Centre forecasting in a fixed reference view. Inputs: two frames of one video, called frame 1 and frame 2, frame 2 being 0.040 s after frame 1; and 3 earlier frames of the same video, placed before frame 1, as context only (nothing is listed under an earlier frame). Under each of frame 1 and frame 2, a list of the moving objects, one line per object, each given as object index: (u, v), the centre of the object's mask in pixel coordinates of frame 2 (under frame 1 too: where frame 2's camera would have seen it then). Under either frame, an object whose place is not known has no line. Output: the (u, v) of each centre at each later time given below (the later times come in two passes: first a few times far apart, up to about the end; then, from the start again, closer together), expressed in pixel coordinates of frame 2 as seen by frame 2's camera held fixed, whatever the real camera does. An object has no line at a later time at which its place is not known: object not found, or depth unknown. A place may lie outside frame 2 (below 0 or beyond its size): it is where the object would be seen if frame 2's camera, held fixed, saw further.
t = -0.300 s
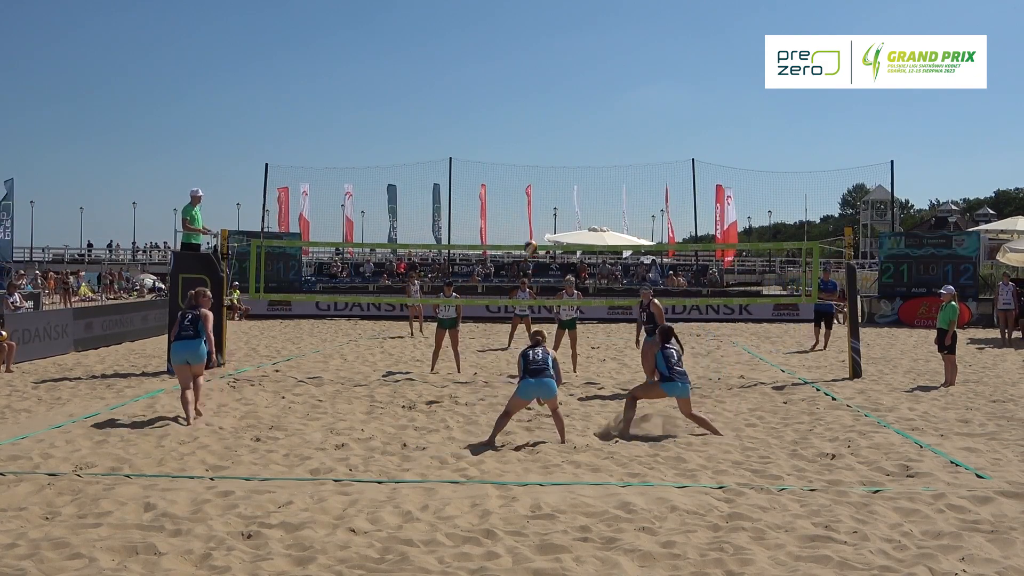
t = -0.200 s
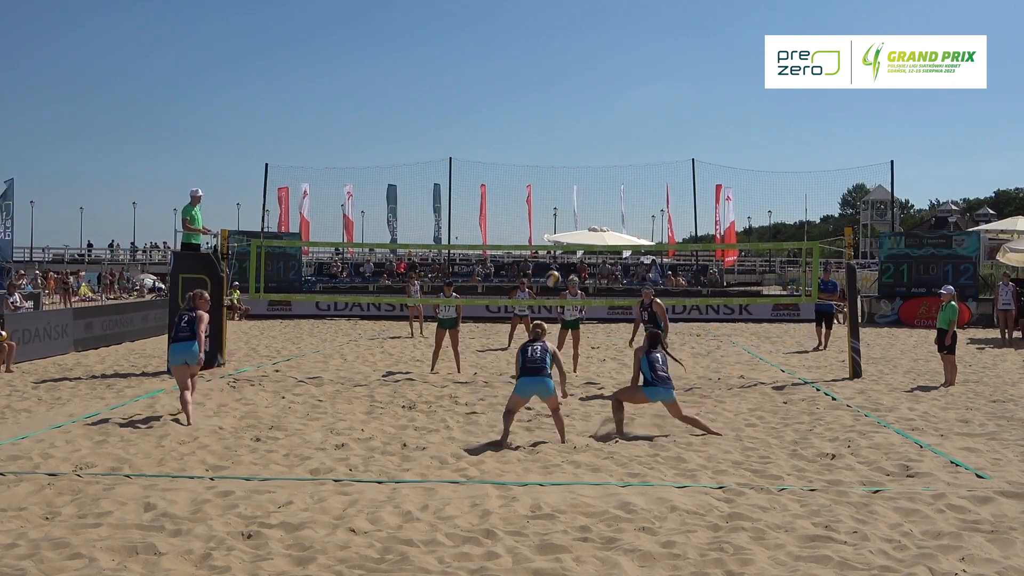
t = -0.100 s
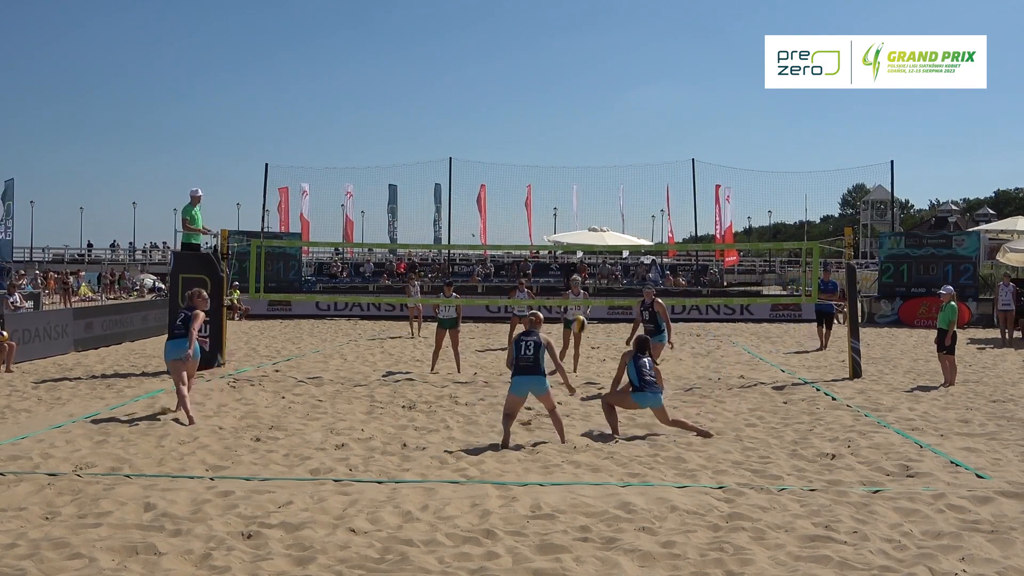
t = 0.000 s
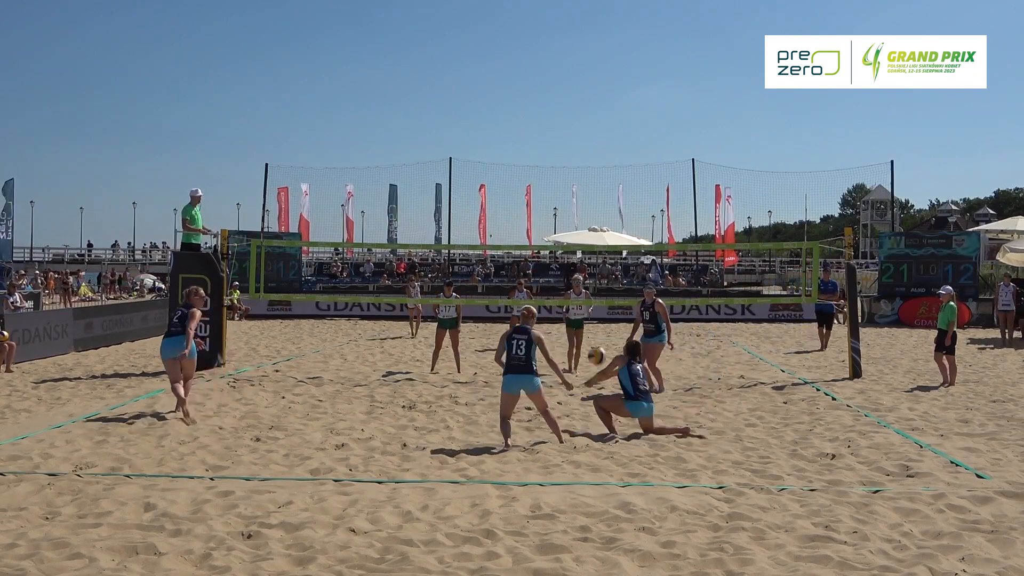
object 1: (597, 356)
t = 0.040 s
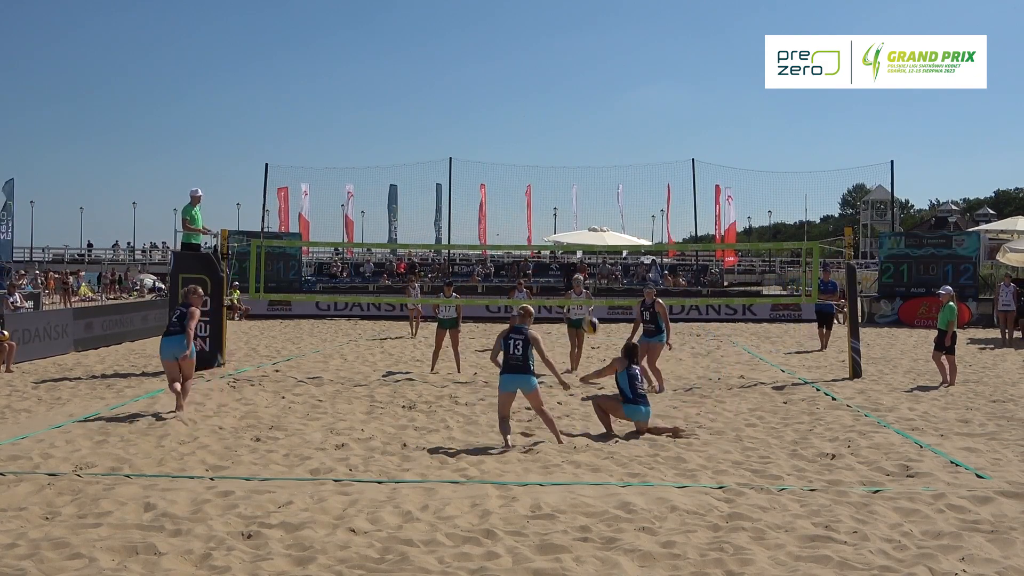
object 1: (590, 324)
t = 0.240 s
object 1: (560, 203)
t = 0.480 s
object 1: (531, 110)
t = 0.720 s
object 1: (505, 69)
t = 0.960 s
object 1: (482, 70)
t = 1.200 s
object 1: (462, 108)
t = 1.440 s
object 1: (442, 180)
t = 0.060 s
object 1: (588, 311)
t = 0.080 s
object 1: (585, 298)
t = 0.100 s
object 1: (580, 284)
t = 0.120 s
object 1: (577, 271)
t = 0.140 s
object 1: (574, 260)
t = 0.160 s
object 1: (571, 247)
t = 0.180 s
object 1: (568, 235)
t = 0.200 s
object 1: (565, 224)
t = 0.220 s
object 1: (562, 213)
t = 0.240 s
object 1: (560, 203)
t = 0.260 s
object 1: (557, 193)
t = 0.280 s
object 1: (555, 183)
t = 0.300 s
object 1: (552, 175)
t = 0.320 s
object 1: (549, 166)
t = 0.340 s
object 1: (547, 157)
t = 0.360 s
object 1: (545, 150)
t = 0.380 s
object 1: (542, 142)
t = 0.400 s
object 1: (540, 135)
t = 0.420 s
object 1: (538, 128)
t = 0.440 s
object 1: (536, 122)
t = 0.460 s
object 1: (533, 116)
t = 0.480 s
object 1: (531, 110)
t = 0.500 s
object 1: (529, 105)
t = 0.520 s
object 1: (527, 100)
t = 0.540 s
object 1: (524, 96)
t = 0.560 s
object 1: (522, 91)
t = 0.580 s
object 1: (520, 87)
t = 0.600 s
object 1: (518, 84)
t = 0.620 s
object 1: (516, 81)
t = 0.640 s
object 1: (513, 78)
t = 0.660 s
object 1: (511, 75)
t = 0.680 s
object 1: (509, 72)
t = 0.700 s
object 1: (507, 70)
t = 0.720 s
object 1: (505, 69)
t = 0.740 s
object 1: (503, 67)
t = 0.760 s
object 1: (501, 66)
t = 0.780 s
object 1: (499, 65)
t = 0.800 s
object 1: (497, 65)
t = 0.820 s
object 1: (496, 64)
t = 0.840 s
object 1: (494, 64)
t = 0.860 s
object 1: (492, 64)
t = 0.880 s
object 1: (490, 65)
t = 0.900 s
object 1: (488, 66)
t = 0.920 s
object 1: (486, 67)
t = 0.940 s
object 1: (484, 68)
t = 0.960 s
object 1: (482, 70)
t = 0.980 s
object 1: (481, 72)
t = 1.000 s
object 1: (479, 74)
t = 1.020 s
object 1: (477, 76)
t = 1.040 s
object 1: (475, 78)
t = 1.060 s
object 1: (473, 81)
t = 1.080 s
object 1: (472, 84)
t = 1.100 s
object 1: (470, 88)
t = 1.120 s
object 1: (469, 91)
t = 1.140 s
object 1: (467, 95)
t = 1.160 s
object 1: (465, 99)
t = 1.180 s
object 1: (463, 103)
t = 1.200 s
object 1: (462, 108)
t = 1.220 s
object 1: (460, 113)
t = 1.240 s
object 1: (458, 117)
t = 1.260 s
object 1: (457, 123)
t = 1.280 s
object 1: (455, 128)
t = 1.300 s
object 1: (453, 134)
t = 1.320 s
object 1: (451, 140)
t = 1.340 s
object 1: (450, 146)
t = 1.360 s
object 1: (448, 152)
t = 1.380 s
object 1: (447, 159)
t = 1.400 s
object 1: (445, 165)
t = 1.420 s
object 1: (444, 172)
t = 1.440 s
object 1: (442, 180)
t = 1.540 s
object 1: (435, 218)
